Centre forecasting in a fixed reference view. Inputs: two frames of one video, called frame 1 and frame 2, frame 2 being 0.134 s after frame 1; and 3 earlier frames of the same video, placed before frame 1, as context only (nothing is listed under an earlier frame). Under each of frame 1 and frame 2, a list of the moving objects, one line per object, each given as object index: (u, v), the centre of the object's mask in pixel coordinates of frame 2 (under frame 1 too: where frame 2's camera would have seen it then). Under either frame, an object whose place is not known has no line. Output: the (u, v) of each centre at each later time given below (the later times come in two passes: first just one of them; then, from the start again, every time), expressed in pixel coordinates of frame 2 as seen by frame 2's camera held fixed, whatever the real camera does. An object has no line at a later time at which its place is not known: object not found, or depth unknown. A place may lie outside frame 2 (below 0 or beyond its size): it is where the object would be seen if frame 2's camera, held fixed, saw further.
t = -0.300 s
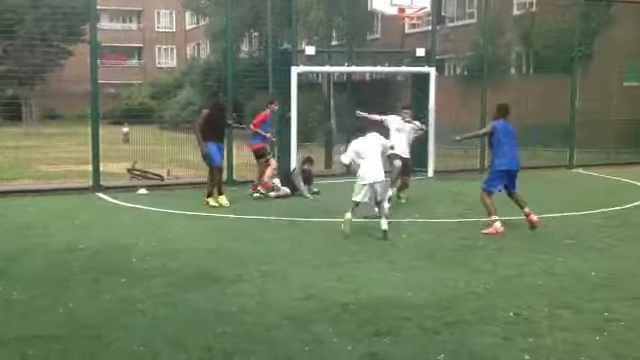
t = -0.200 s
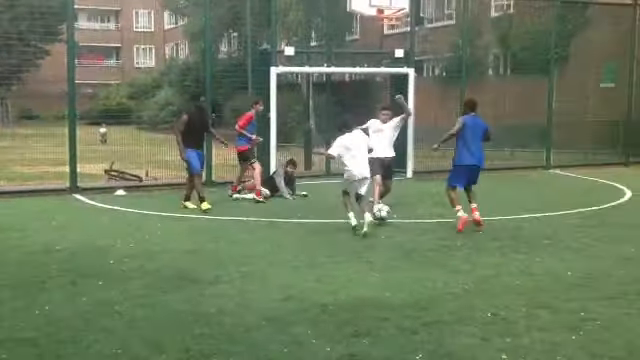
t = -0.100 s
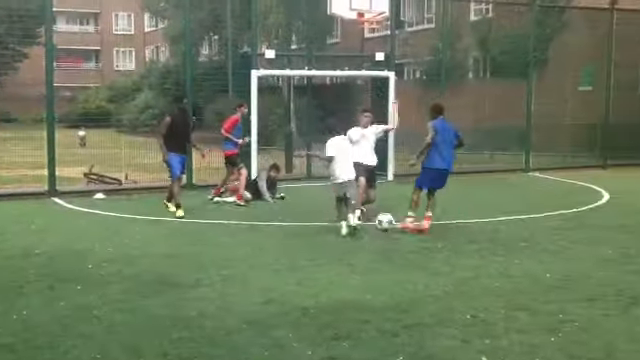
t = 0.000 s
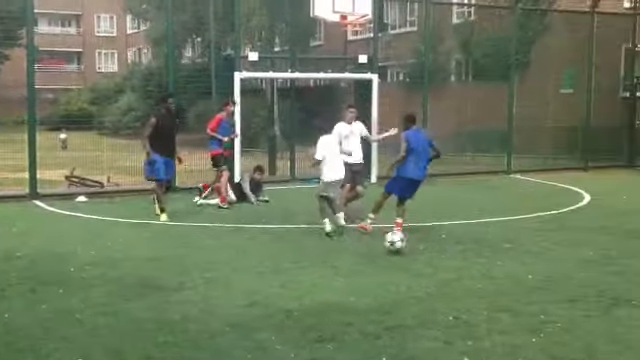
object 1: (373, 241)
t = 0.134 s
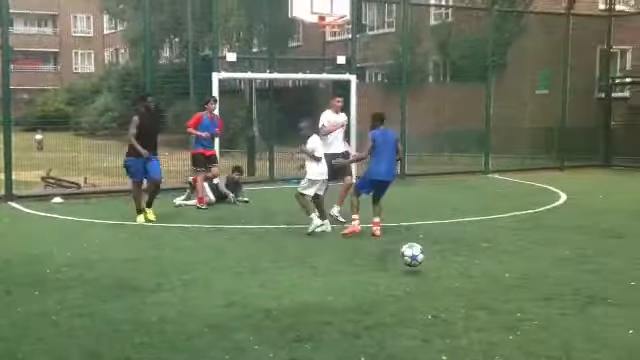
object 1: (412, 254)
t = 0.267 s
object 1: (460, 281)
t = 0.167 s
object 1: (423, 258)
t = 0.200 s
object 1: (435, 263)
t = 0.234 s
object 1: (447, 271)
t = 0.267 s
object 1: (460, 281)
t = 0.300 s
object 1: (473, 286)
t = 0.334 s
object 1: (485, 287)
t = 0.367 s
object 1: (498, 290)
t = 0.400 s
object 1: (512, 295)
